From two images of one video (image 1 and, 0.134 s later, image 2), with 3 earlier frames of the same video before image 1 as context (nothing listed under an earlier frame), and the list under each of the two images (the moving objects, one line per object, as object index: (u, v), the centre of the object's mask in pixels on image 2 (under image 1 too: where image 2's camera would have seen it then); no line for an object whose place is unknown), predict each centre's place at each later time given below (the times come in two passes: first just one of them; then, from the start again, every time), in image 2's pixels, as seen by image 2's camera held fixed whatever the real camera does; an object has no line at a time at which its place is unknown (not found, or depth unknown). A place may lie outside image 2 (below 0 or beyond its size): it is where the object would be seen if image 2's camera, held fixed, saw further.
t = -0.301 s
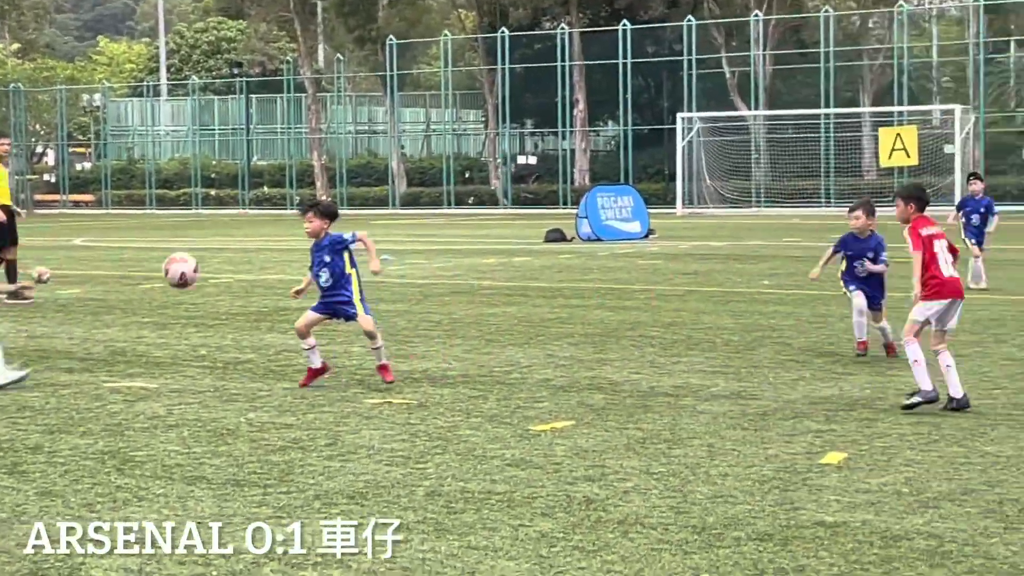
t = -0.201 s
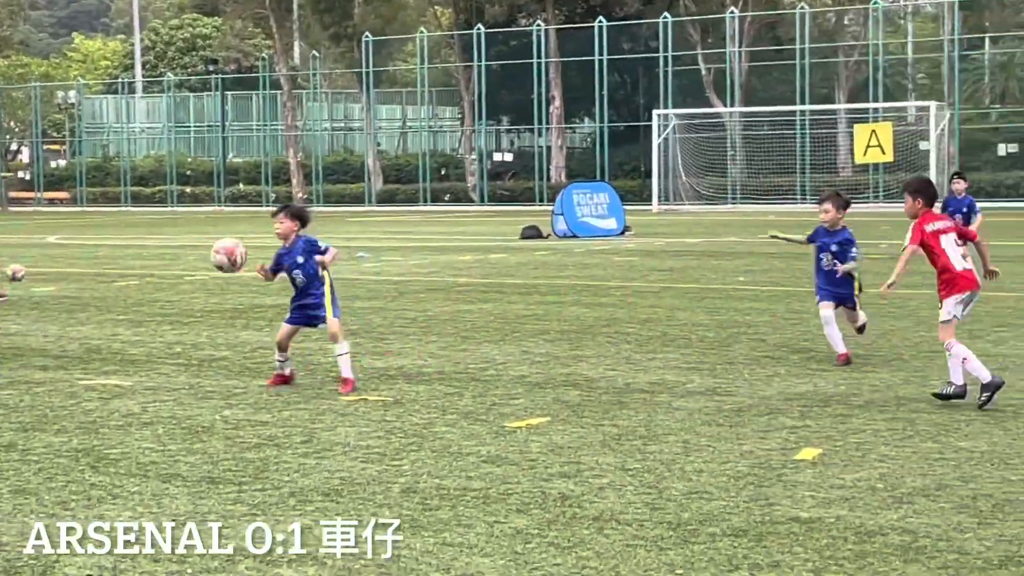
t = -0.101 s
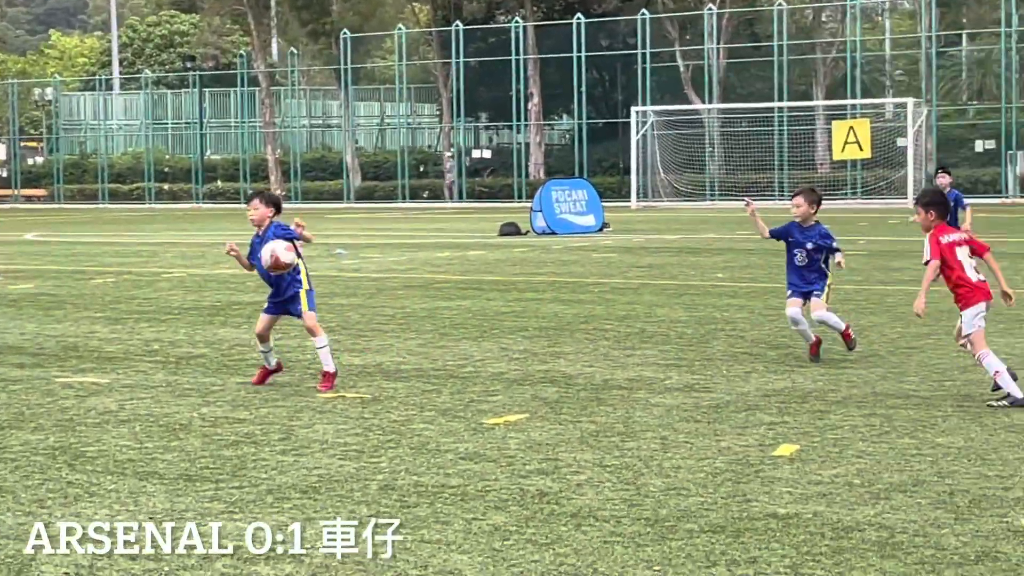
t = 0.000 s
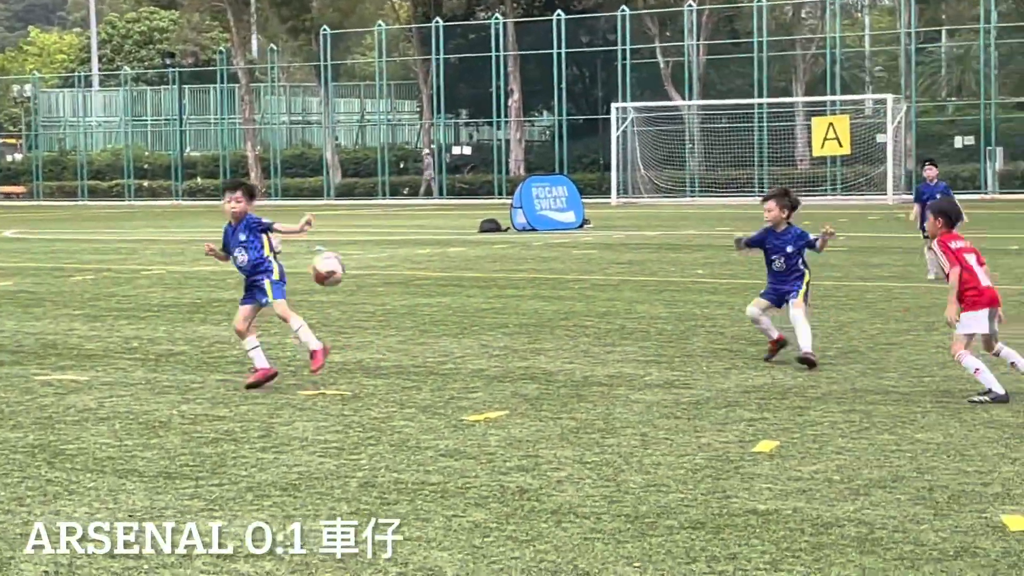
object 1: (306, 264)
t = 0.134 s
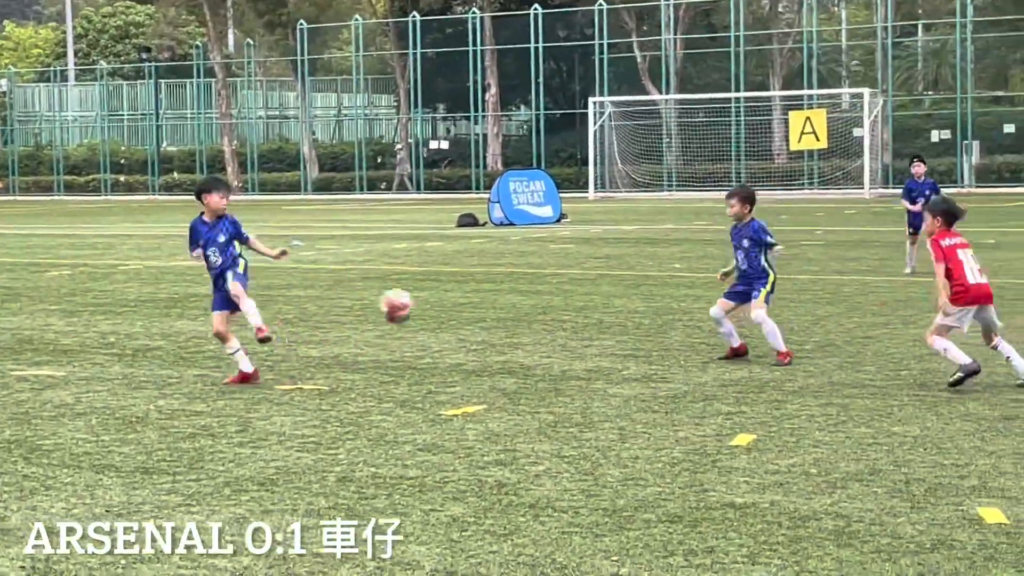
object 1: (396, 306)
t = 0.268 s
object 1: (482, 357)
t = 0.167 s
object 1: (419, 320)
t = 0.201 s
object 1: (441, 338)
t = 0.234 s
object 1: (464, 357)
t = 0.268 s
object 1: (482, 357)
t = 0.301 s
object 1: (498, 349)
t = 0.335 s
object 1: (514, 342)
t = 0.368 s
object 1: (529, 337)
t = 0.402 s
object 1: (545, 335)
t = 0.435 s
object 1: (560, 333)
